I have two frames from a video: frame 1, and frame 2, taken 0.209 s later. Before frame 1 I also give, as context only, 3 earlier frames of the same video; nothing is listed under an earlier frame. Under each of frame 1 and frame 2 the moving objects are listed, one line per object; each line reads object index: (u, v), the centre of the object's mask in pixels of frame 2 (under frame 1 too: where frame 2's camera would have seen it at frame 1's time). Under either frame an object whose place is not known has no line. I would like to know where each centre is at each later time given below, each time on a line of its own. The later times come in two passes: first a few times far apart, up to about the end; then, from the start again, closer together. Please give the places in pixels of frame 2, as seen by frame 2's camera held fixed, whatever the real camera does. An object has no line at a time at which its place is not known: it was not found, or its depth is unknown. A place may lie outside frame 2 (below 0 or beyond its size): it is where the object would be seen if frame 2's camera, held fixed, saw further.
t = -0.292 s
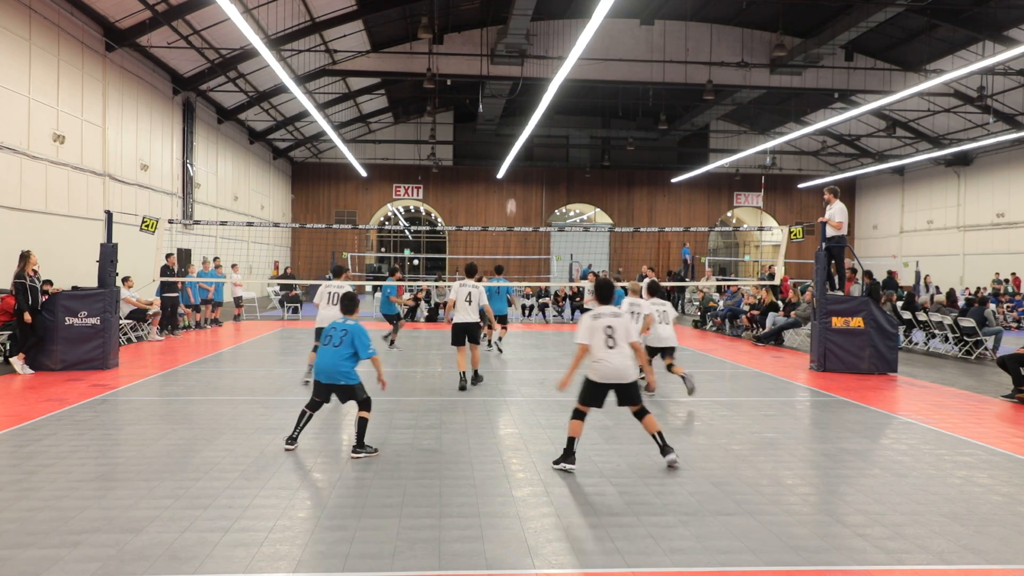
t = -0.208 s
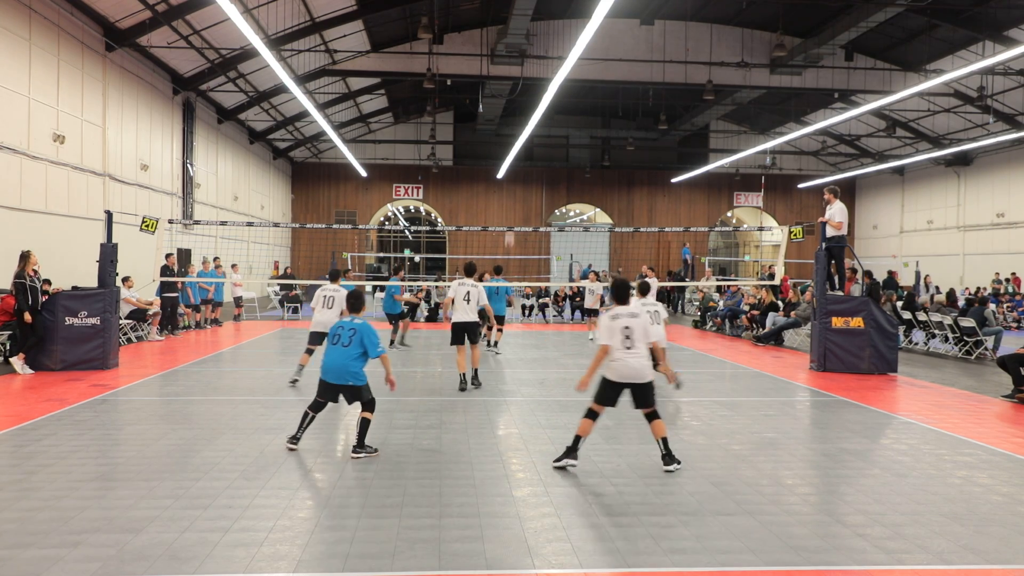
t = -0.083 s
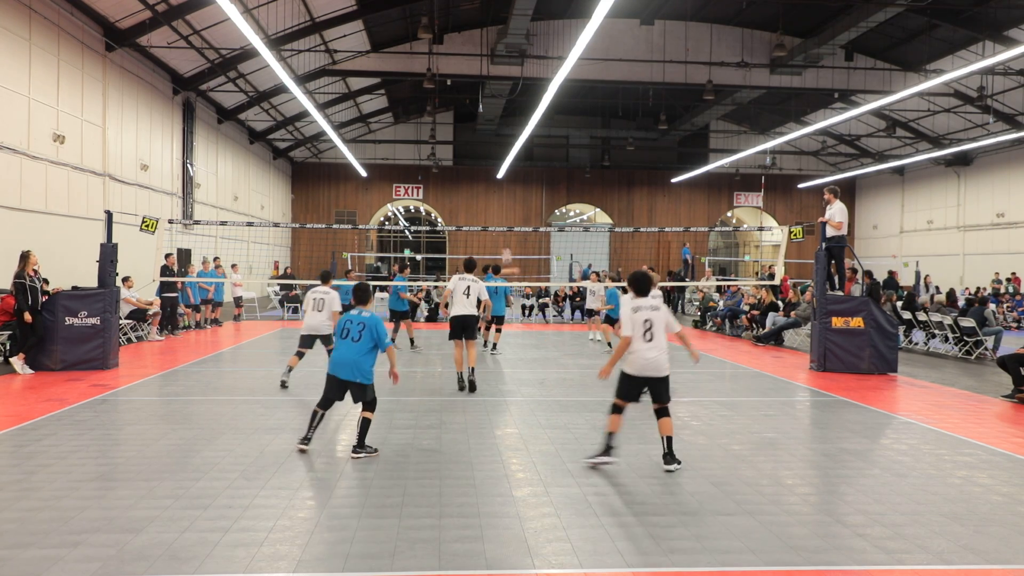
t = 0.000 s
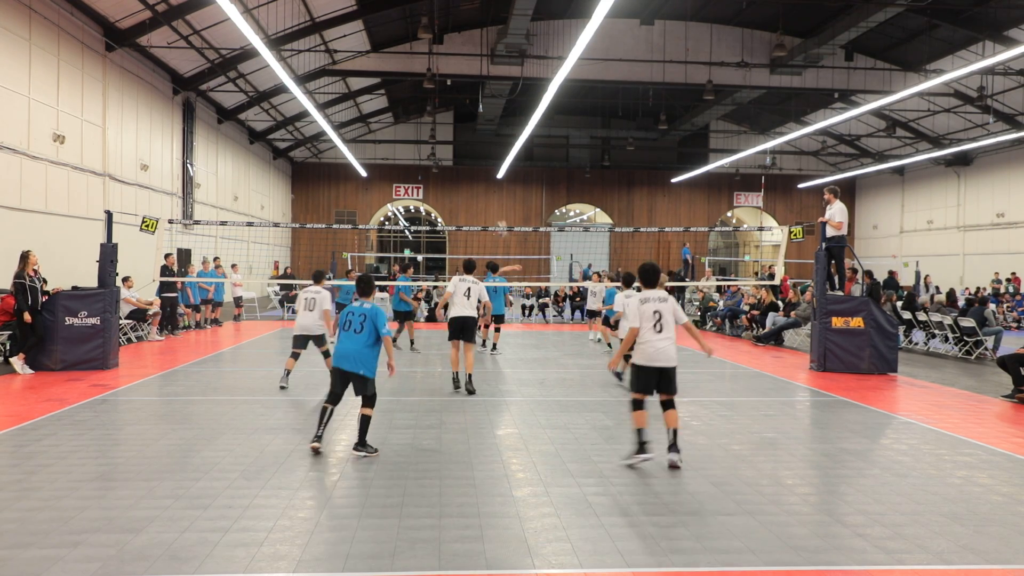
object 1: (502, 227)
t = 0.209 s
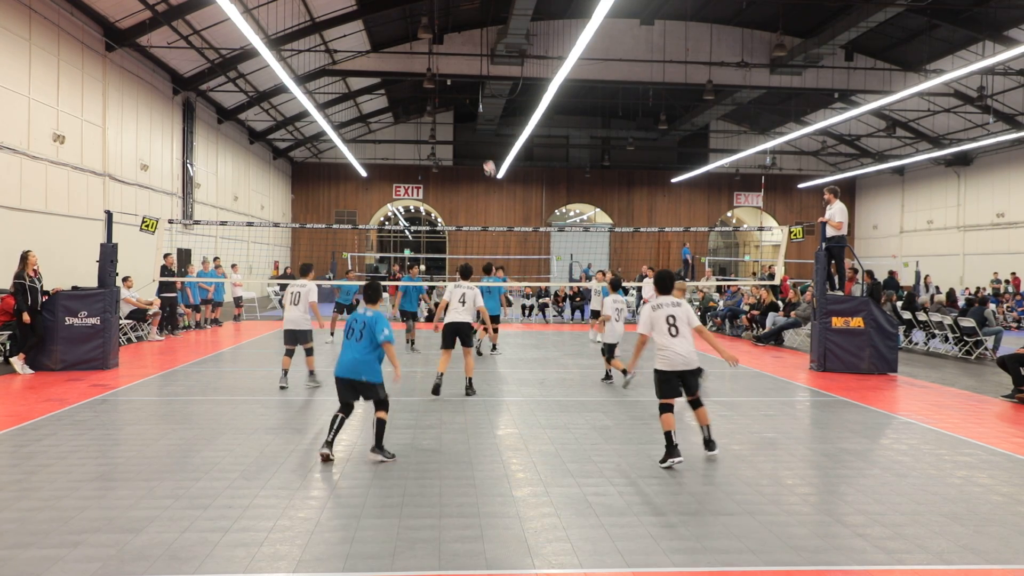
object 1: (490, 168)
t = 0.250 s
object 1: (487, 158)
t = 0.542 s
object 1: (461, 106)
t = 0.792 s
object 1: (430, 99)
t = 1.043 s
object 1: (390, 141)
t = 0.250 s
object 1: (487, 158)
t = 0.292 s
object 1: (483, 148)
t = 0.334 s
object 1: (480, 139)
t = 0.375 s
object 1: (477, 131)
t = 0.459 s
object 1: (469, 117)
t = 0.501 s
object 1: (465, 111)
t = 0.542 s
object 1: (461, 106)
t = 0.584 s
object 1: (456, 102)
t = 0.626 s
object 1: (452, 100)
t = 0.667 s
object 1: (447, 98)
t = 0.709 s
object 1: (442, 97)
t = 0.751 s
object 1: (436, 97)
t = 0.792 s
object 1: (430, 99)
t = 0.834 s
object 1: (424, 102)
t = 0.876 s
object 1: (418, 107)
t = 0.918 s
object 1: (412, 112)
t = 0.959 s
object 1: (405, 120)
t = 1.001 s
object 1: (398, 129)
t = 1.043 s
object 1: (390, 141)
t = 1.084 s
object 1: (382, 154)
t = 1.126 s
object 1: (374, 169)
